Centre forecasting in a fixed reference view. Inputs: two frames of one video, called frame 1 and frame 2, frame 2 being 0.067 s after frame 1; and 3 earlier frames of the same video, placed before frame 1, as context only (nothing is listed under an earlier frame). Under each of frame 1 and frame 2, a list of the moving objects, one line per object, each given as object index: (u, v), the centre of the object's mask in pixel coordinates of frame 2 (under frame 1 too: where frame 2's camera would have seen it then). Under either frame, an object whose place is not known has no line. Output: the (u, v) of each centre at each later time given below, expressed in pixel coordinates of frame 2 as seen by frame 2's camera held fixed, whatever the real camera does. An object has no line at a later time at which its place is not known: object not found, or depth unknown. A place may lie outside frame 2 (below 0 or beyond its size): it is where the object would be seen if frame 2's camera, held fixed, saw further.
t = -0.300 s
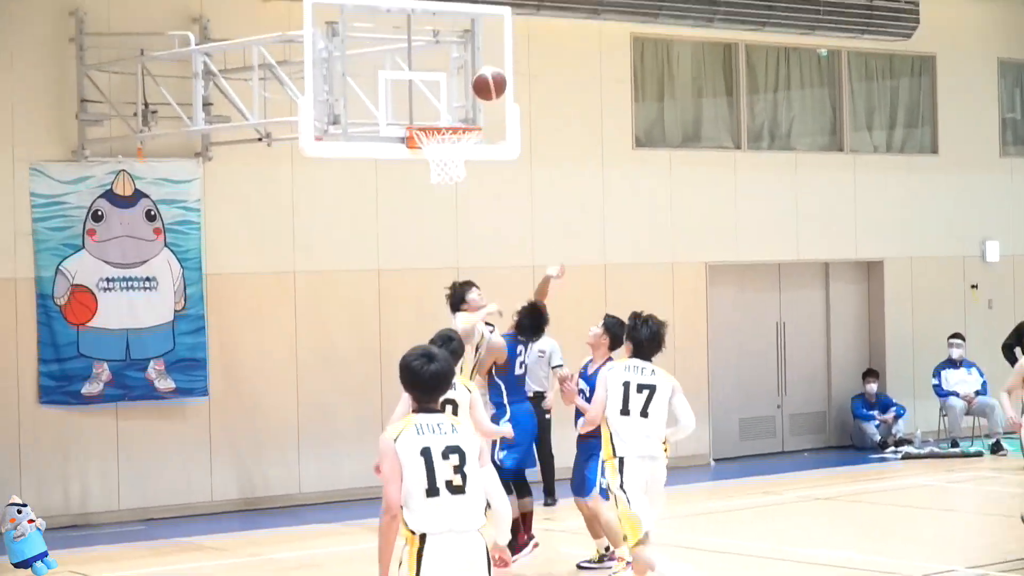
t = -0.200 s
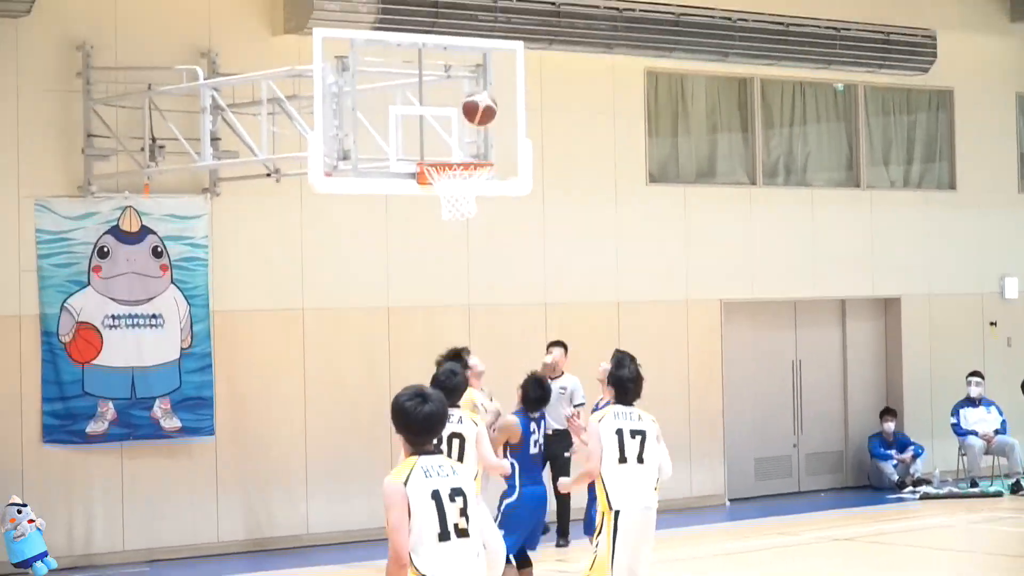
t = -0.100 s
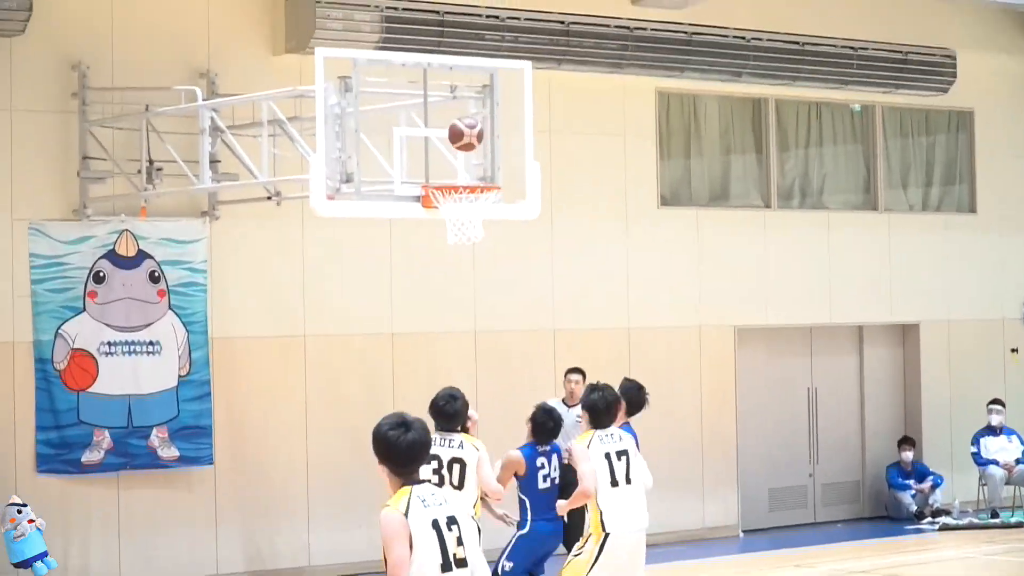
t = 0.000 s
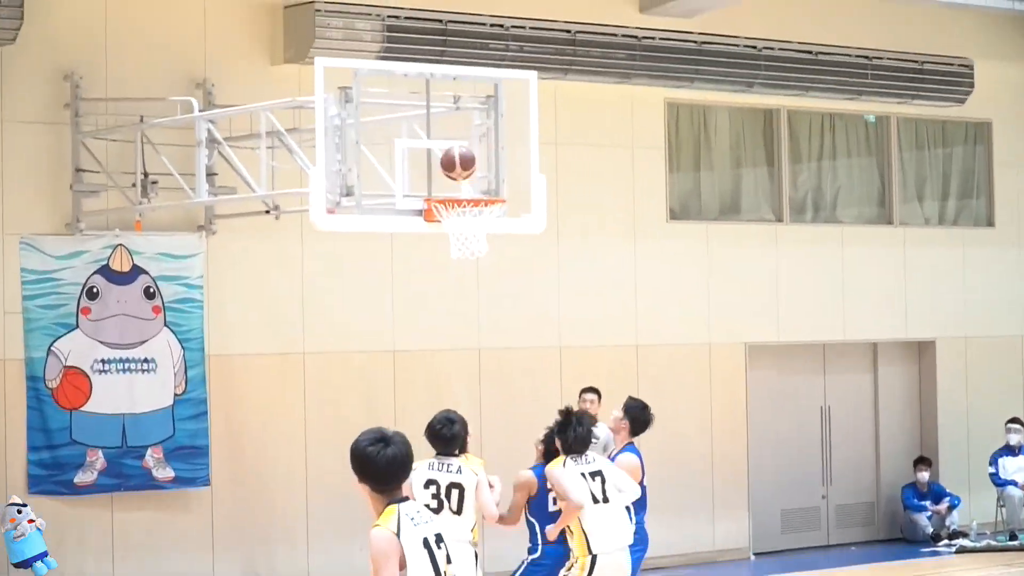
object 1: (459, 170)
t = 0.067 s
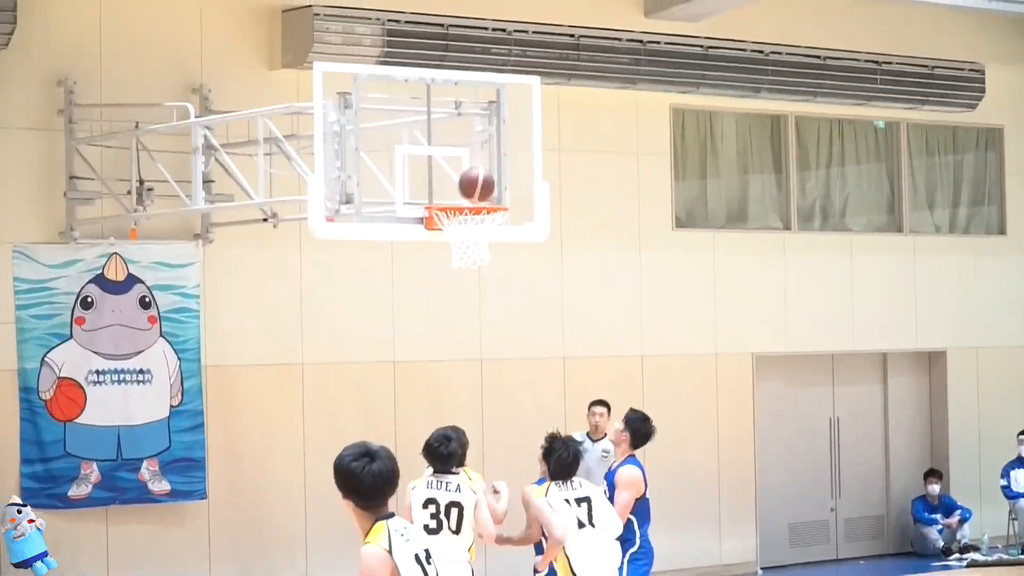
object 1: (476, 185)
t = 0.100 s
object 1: (485, 192)
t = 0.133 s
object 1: (488, 194)
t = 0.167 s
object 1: (486, 199)
